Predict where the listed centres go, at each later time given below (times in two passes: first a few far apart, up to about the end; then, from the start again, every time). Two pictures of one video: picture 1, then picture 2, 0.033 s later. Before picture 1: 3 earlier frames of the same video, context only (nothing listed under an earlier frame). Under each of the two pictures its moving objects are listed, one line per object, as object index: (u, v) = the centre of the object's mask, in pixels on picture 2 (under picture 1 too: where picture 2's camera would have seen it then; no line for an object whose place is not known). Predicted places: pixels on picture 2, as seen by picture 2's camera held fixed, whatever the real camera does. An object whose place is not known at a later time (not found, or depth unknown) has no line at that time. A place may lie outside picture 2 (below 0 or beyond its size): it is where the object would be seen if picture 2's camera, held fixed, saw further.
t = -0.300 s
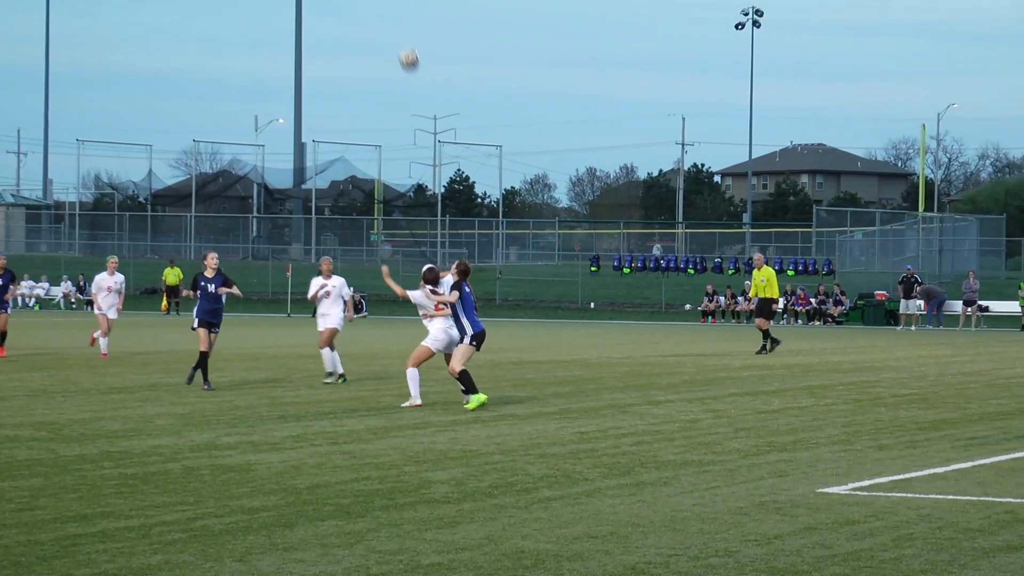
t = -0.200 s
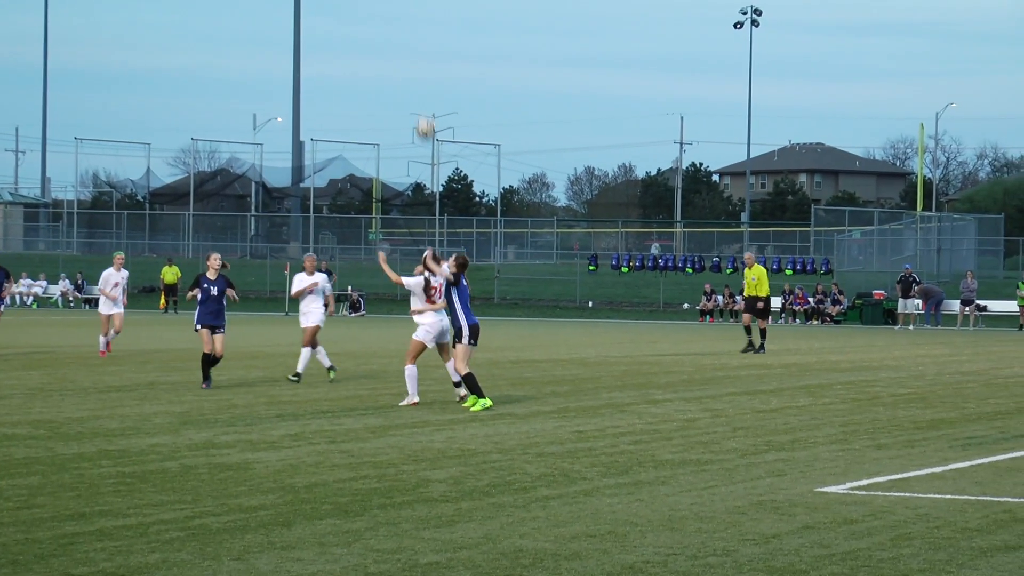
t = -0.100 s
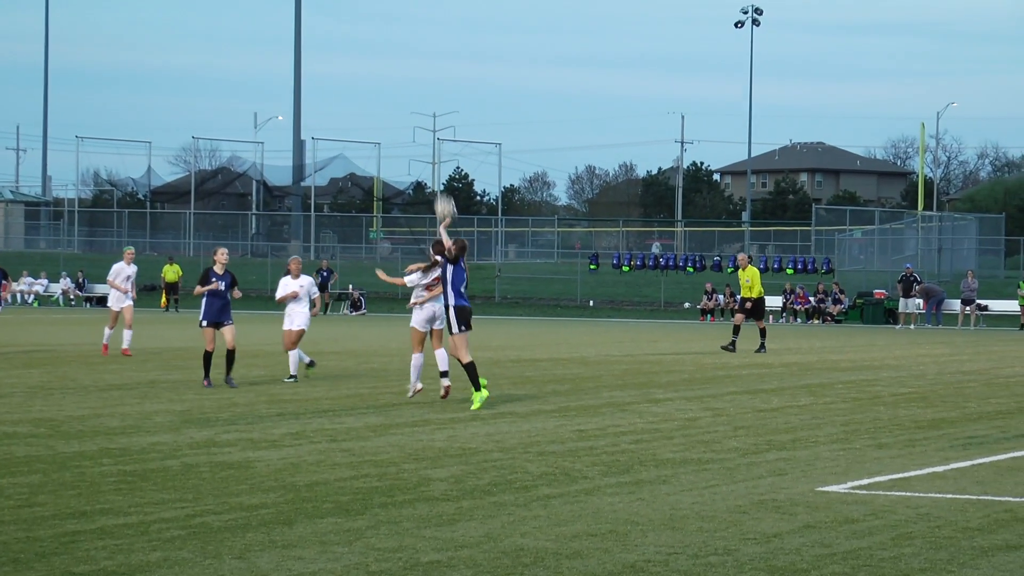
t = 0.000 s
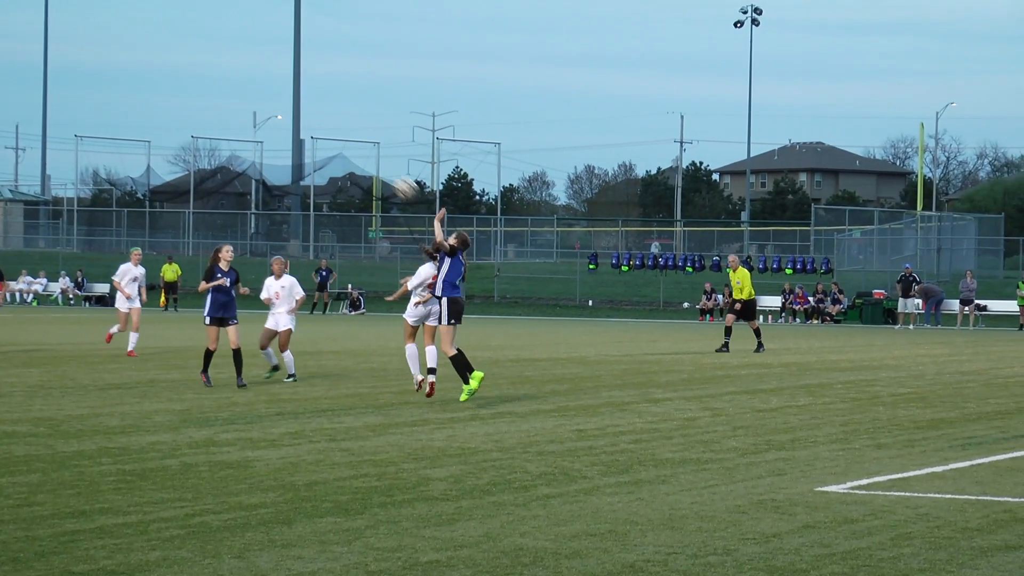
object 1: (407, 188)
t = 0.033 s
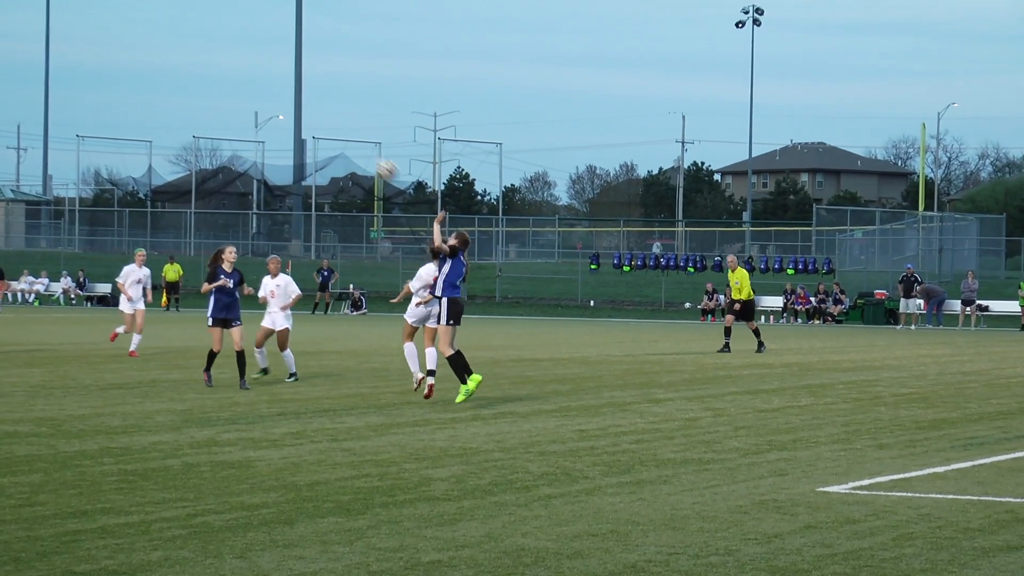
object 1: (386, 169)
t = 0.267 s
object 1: (244, 72)
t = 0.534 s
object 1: (77, 25)
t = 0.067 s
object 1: (366, 152)
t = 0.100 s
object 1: (346, 137)
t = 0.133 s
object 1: (325, 122)
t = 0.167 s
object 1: (304, 107)
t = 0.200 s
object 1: (285, 95)
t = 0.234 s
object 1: (264, 83)
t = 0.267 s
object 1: (244, 72)
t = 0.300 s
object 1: (223, 62)
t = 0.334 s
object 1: (202, 54)
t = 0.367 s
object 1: (181, 46)
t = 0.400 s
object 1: (161, 40)
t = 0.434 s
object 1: (140, 34)
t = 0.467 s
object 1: (119, 30)
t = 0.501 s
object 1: (98, 27)
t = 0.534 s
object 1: (77, 25)
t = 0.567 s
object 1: (56, 23)
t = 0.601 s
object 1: (35, 24)
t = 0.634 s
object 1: (14, 25)
